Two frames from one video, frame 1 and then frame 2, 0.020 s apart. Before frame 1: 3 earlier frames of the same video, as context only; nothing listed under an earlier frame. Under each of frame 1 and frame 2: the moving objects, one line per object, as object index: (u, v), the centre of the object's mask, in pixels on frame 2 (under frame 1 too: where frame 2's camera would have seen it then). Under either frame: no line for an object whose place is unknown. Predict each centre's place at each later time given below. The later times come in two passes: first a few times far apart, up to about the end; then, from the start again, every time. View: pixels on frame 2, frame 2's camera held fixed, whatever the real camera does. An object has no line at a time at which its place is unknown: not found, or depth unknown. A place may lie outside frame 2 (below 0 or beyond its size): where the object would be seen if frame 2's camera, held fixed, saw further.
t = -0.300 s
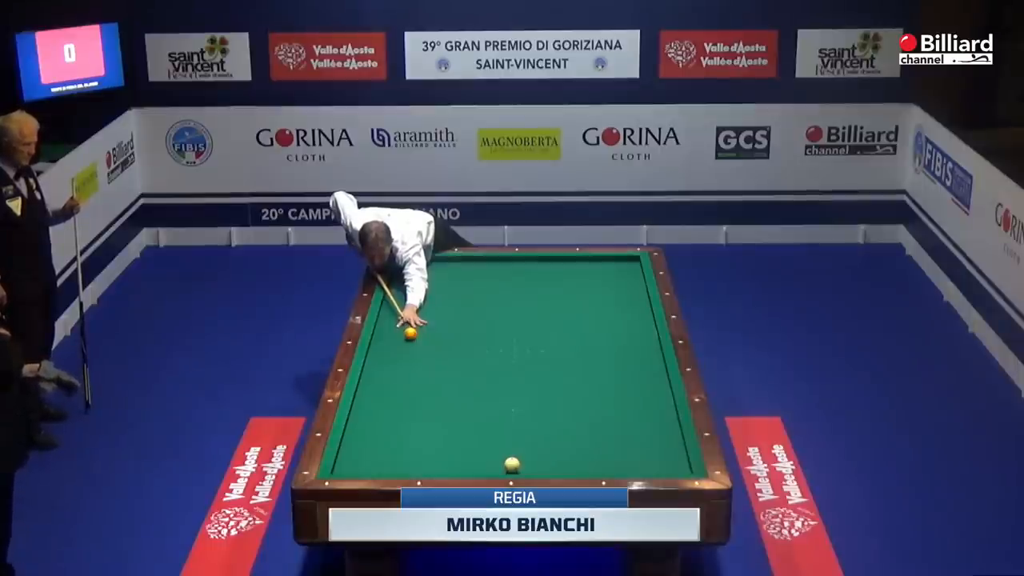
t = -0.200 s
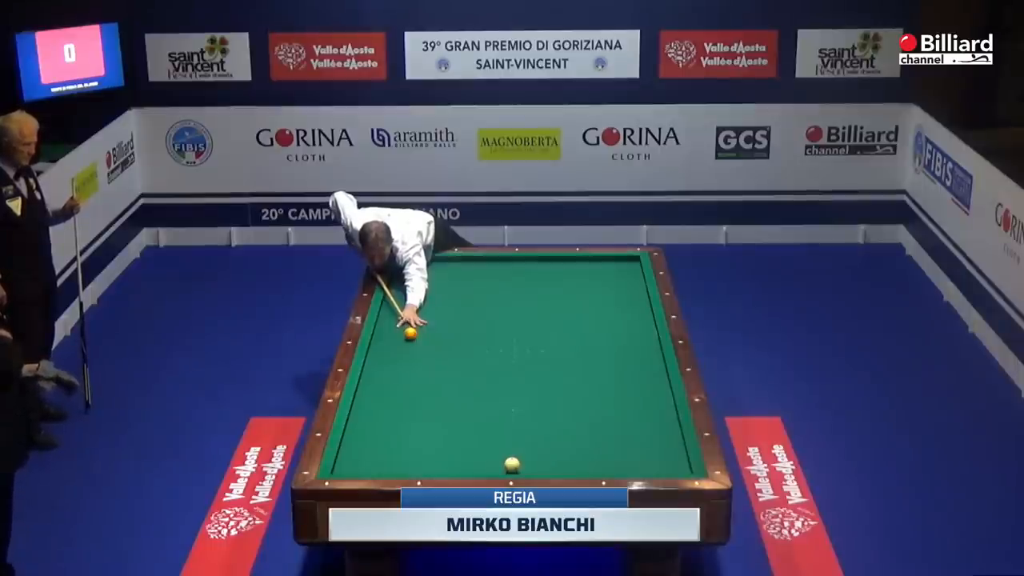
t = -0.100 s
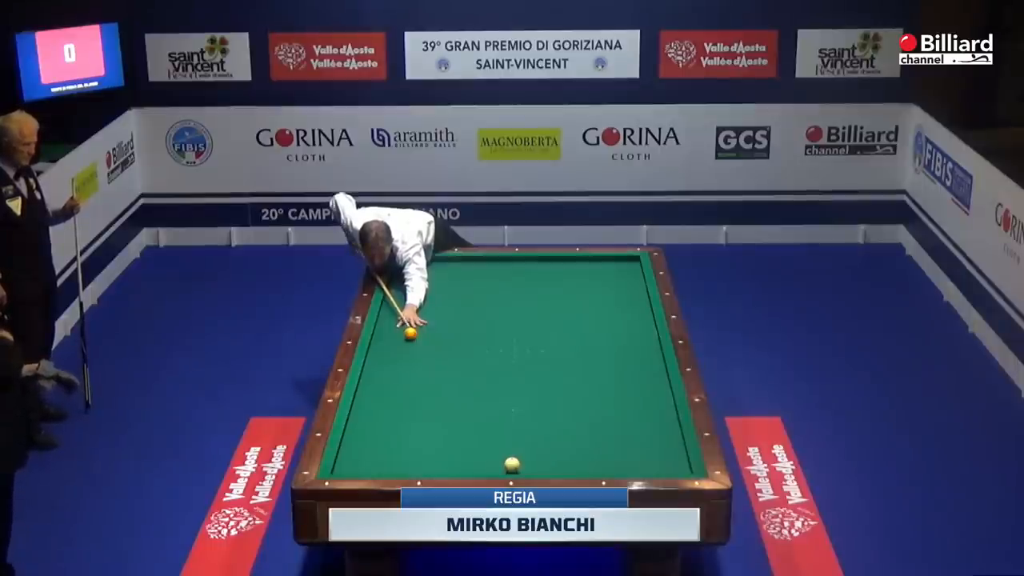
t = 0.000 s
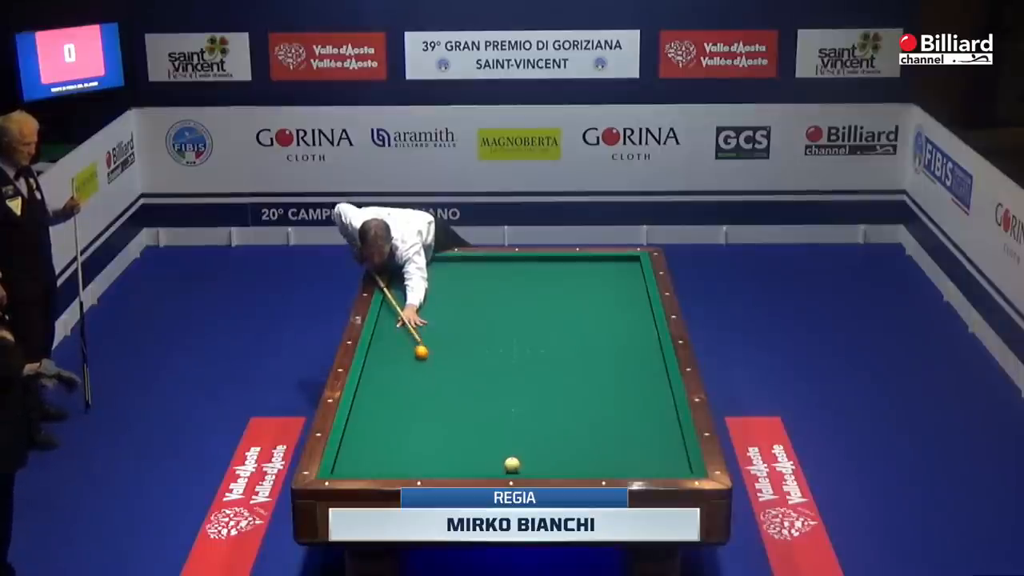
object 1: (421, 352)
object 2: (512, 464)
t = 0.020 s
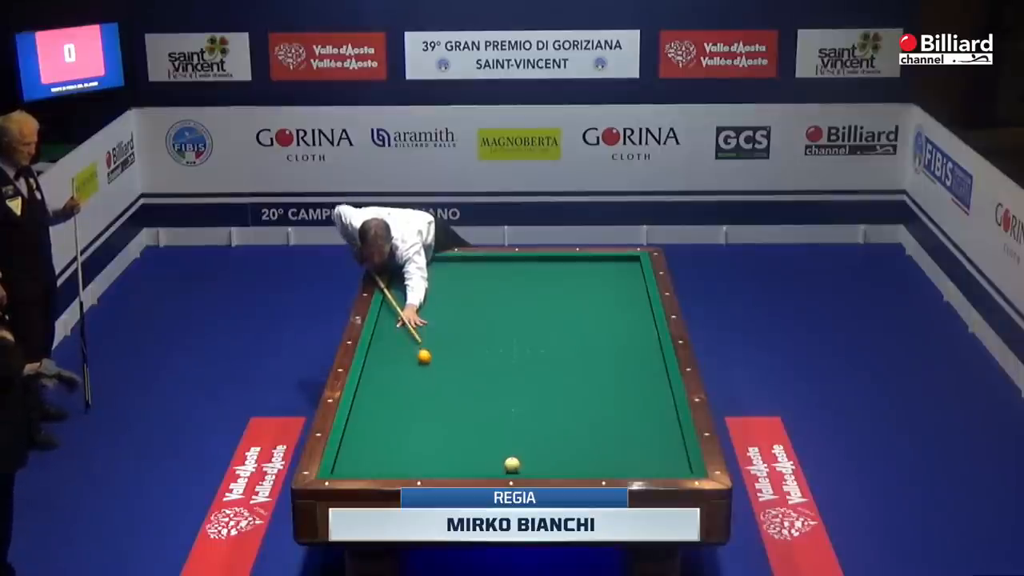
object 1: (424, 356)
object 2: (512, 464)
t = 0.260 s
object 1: (454, 409)
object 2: (512, 465)
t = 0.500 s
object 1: (486, 462)
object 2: (512, 465)
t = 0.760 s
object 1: (484, 459)
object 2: (576, 443)
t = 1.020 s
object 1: (475, 451)
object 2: (642, 422)
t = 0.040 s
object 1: (426, 361)
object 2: (512, 465)
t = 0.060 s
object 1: (429, 365)
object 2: (512, 465)
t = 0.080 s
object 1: (431, 370)
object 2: (512, 465)
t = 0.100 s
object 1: (434, 374)
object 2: (512, 465)
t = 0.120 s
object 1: (436, 378)
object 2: (512, 465)
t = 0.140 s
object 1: (439, 383)
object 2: (512, 465)
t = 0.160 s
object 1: (441, 387)
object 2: (512, 465)
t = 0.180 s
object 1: (444, 391)
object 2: (512, 465)
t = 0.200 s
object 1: (447, 396)
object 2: (512, 465)
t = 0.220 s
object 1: (449, 400)
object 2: (512, 465)
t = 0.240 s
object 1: (452, 405)
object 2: (512, 465)
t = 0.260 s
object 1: (454, 409)
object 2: (512, 465)
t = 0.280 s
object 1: (457, 413)
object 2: (512, 465)
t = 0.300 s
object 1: (460, 418)
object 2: (512, 465)
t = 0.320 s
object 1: (462, 422)
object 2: (512, 465)
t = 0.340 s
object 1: (465, 427)
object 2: (512, 465)
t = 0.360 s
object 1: (468, 431)
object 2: (512, 465)
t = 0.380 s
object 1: (470, 435)
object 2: (512, 465)
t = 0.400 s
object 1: (473, 440)
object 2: (512, 465)
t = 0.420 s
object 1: (476, 444)
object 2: (512, 465)
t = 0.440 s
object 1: (478, 448)
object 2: (512, 465)
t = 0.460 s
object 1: (481, 453)
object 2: (512, 465)
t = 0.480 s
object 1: (484, 458)
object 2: (512, 465)
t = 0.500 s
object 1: (486, 462)
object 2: (512, 465)
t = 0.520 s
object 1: (489, 466)
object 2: (512, 465)
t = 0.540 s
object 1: (492, 468)
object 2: (512, 465)
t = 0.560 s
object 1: (496, 469)
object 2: (512, 465)
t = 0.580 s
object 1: (499, 468)
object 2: (515, 464)
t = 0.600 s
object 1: (497, 466)
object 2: (523, 461)
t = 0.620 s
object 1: (495, 465)
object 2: (530, 459)
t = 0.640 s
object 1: (493, 465)
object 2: (538, 457)
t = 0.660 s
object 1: (491, 464)
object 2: (544, 454)
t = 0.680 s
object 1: (489, 463)
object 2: (551, 452)
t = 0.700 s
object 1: (488, 462)
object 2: (558, 450)
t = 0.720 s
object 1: (486, 461)
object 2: (564, 448)
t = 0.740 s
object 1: (485, 460)
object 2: (570, 446)
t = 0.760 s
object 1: (484, 459)
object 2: (576, 443)
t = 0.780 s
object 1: (482, 458)
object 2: (582, 442)
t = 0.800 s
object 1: (482, 458)
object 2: (587, 440)
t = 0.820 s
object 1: (481, 457)
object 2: (593, 438)
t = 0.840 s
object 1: (480, 456)
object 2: (598, 436)
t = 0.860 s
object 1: (480, 456)
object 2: (604, 435)
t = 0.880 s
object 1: (479, 455)
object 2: (609, 433)
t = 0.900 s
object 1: (479, 455)
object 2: (613, 431)
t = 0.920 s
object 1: (478, 454)
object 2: (618, 430)
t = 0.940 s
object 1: (477, 454)
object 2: (623, 428)
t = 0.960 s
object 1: (477, 453)
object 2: (628, 427)
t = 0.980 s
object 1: (476, 452)
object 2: (633, 425)
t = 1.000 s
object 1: (476, 452)
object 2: (638, 424)
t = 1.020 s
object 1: (475, 451)
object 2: (642, 422)
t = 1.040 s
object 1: (475, 451)
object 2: (647, 420)
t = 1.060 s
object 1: (474, 450)
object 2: (652, 419)
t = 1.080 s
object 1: (473, 450)
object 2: (657, 417)
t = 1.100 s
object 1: (473, 449)
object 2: (661, 416)
